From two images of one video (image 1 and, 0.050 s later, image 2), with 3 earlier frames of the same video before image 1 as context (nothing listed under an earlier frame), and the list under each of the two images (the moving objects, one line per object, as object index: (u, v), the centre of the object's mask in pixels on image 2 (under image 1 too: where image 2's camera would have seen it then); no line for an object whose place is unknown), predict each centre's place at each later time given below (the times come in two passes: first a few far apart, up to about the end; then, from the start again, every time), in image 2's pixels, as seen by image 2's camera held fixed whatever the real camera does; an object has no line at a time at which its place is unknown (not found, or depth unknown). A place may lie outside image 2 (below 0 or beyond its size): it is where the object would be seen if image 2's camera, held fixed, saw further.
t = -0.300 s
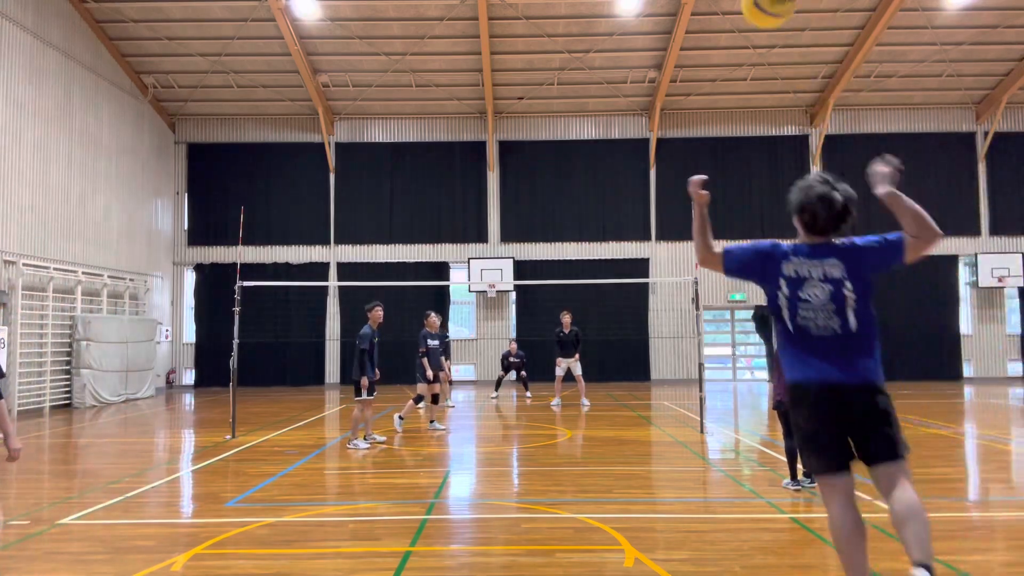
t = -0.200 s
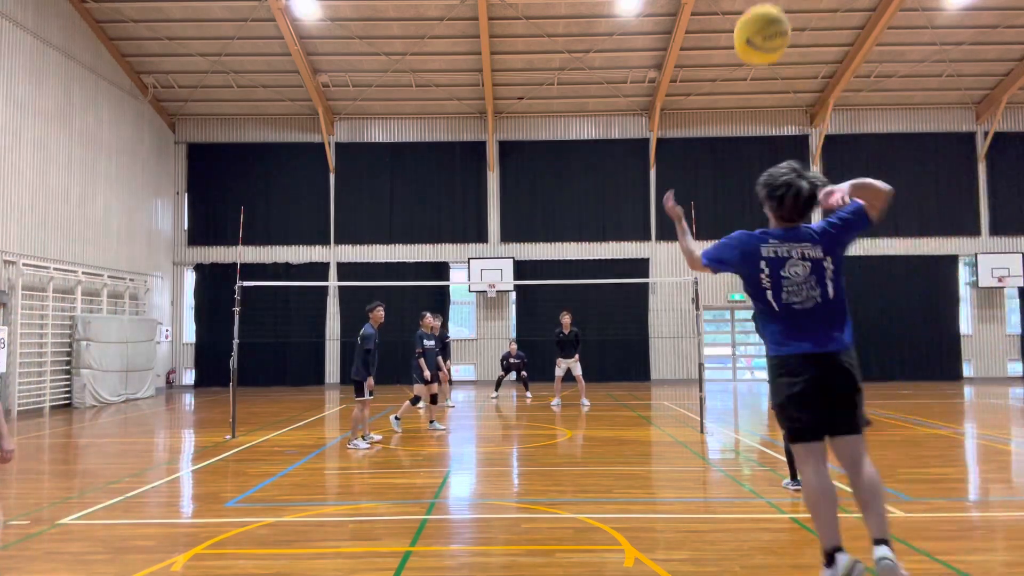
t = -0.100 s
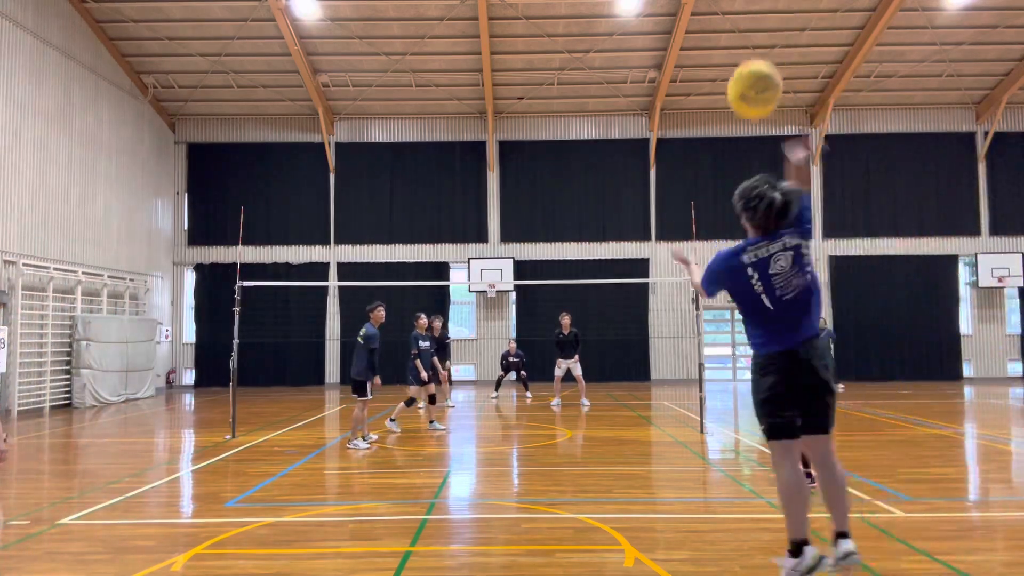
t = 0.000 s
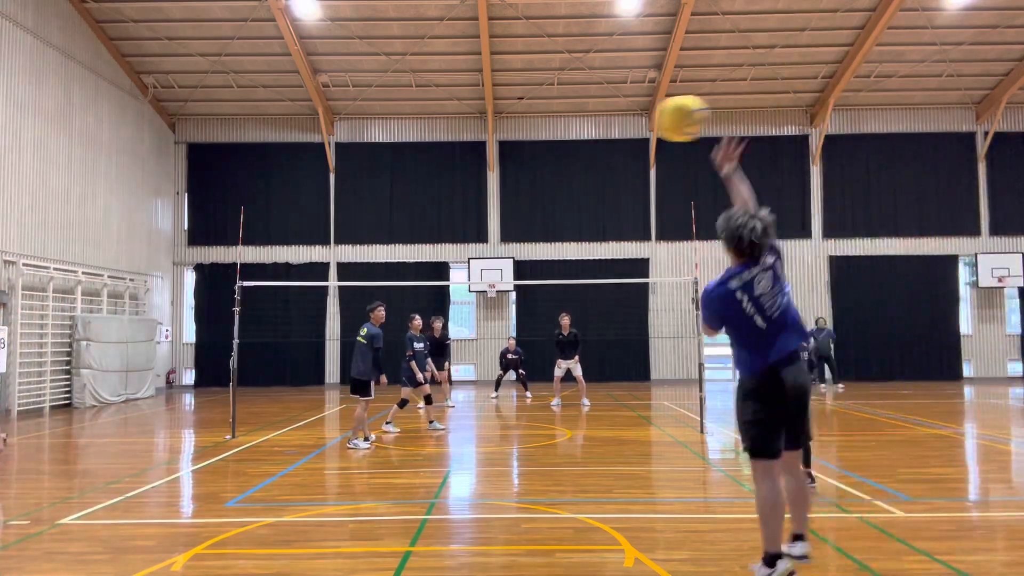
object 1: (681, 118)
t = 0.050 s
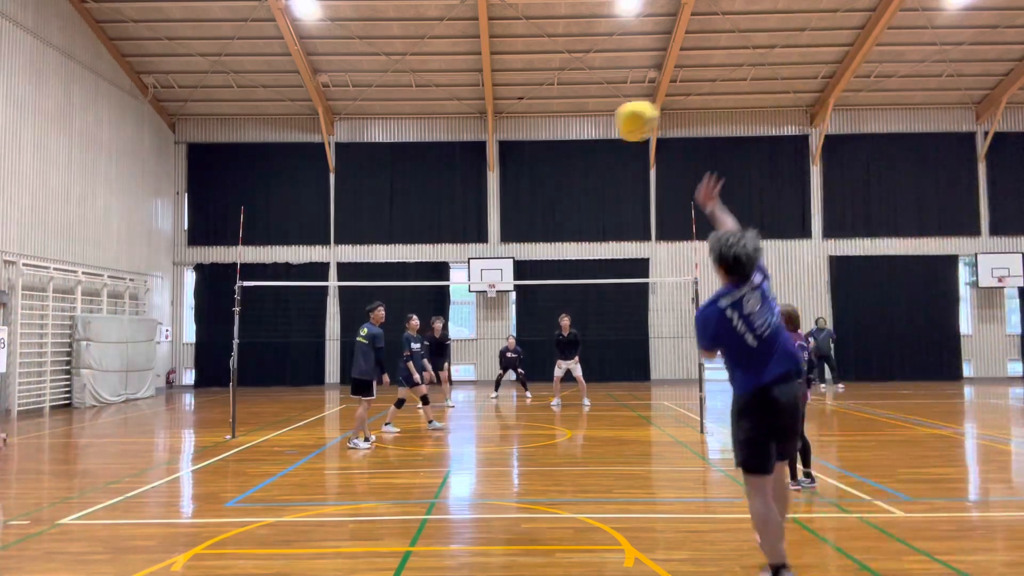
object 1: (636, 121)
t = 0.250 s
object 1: (538, 139)
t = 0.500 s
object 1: (487, 177)
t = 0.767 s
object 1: (459, 242)
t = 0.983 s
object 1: (448, 308)
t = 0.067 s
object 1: (624, 121)
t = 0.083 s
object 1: (614, 122)
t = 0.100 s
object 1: (603, 124)
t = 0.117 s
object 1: (594, 125)
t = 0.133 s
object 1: (585, 126)
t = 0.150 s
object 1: (577, 128)
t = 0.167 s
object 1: (570, 130)
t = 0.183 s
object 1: (562, 132)
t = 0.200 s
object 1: (556, 133)
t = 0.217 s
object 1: (549, 135)
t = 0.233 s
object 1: (544, 137)
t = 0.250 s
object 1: (538, 139)
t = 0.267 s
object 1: (533, 141)
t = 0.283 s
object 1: (529, 143)
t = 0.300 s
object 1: (524, 146)
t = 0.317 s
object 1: (520, 148)
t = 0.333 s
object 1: (517, 150)
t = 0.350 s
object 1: (513, 153)
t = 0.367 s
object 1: (510, 155)
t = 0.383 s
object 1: (506, 157)
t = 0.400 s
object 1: (503, 159)
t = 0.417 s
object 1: (500, 162)
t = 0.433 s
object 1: (497, 165)
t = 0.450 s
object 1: (495, 168)
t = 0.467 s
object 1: (492, 170)
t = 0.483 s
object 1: (489, 173)
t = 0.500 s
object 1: (487, 177)
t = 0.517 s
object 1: (485, 180)
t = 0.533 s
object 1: (482, 184)
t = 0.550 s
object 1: (480, 187)
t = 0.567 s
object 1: (479, 191)
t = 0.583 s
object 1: (476, 195)
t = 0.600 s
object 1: (475, 198)
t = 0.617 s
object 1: (473, 202)
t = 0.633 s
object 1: (471, 207)
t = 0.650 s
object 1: (469, 211)
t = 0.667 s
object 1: (467, 215)
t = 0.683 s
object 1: (466, 219)
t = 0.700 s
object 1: (464, 224)
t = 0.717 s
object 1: (463, 228)
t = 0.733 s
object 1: (462, 233)
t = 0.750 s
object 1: (461, 237)
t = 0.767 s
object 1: (459, 242)
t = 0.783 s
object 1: (459, 246)
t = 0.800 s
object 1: (457, 252)
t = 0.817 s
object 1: (456, 256)
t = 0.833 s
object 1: (455, 261)
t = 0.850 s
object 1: (453, 265)
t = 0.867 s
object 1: (453, 271)
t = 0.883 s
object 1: (452, 276)
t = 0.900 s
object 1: (451, 282)
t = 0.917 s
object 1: (449, 288)
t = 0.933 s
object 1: (449, 292)
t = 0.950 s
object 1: (449, 297)
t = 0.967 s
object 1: (448, 303)
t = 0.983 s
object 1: (448, 308)
